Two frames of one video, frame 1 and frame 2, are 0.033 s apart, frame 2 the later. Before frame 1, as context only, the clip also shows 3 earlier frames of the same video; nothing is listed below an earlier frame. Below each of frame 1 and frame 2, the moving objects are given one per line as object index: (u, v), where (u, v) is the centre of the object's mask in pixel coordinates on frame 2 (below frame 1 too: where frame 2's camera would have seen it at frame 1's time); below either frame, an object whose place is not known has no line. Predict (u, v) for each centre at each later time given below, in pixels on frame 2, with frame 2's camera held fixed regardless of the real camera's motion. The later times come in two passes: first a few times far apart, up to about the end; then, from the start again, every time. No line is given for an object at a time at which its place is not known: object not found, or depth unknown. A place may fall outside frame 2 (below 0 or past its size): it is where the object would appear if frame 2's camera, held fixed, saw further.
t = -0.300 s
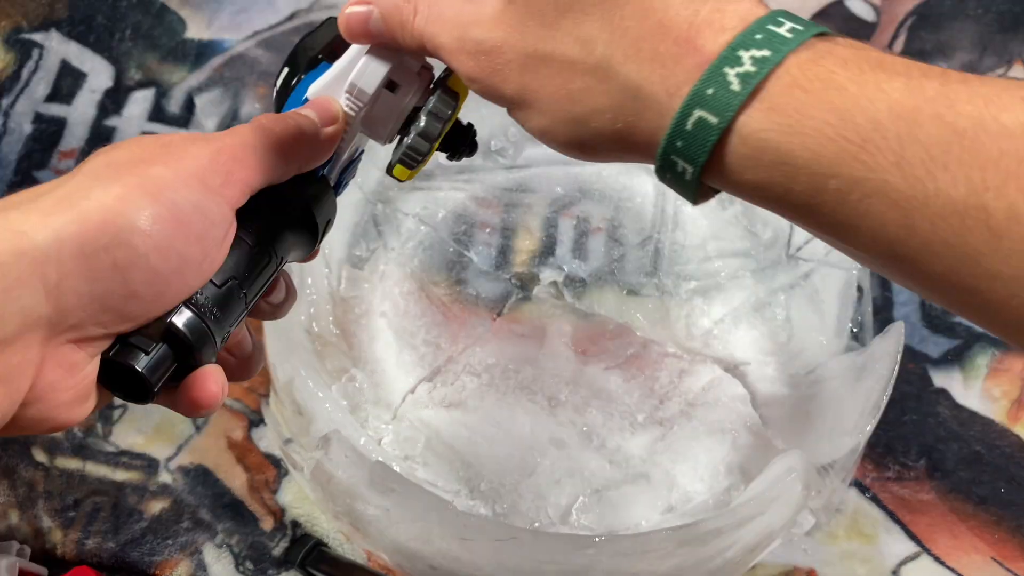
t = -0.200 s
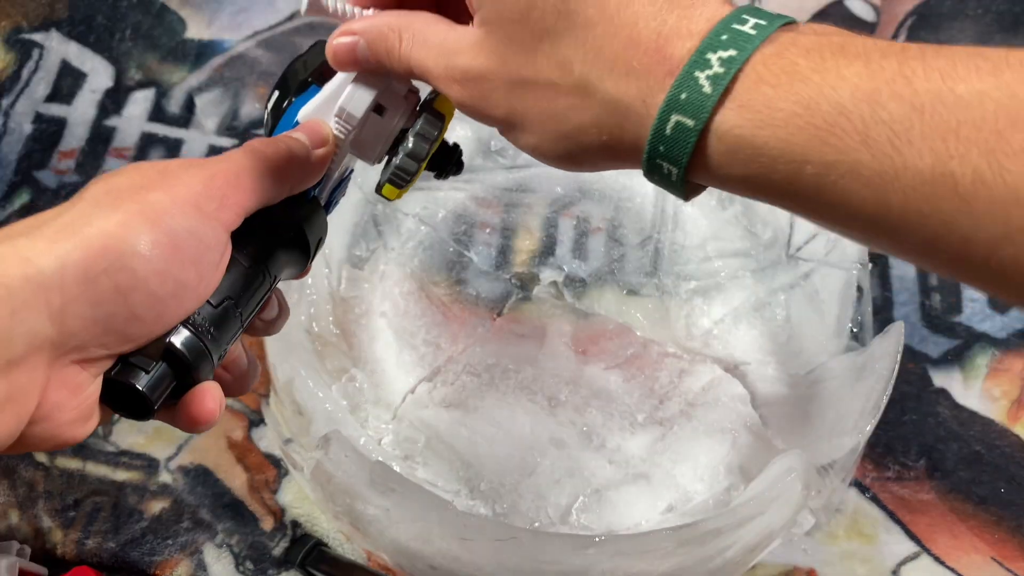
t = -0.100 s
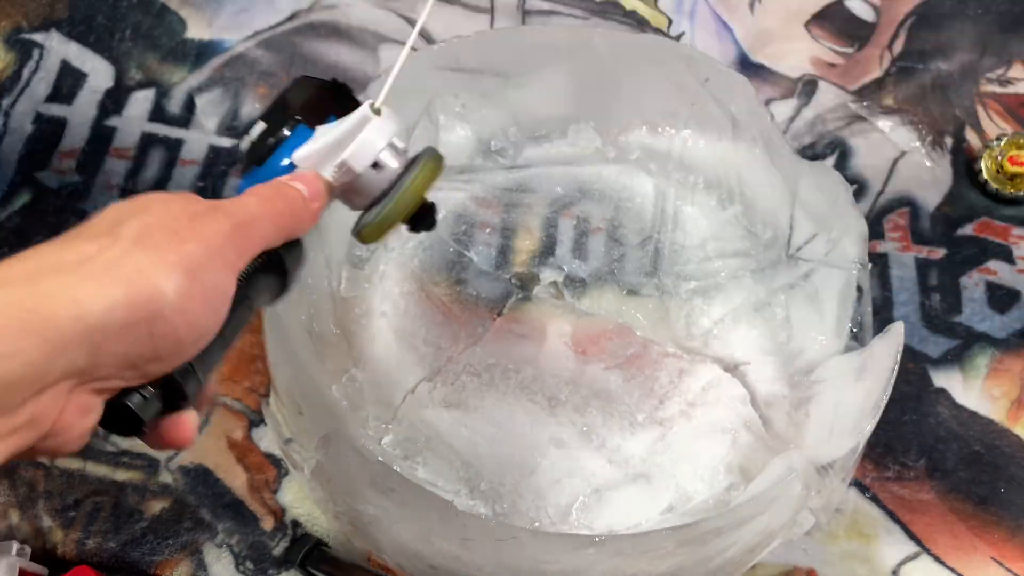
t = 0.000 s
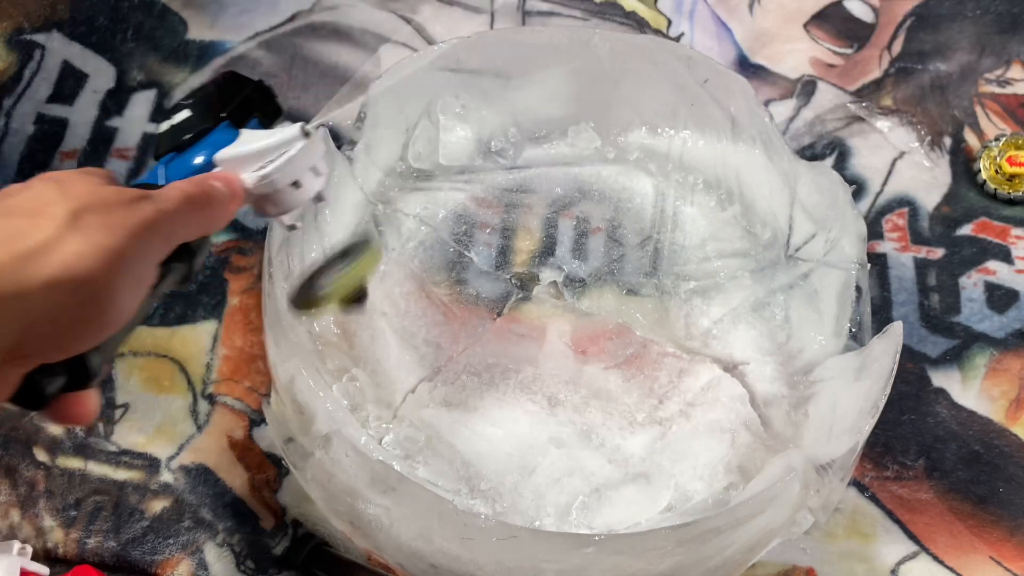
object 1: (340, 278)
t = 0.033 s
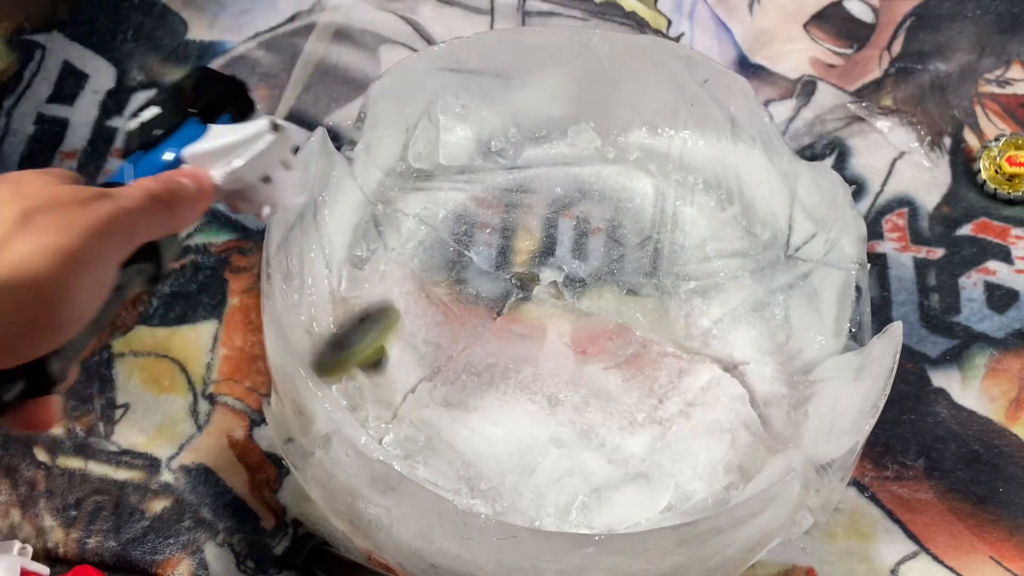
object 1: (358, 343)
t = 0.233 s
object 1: (725, 196)
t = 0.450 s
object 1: (781, 286)
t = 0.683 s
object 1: (521, 346)
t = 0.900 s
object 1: (476, 225)
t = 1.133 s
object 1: (698, 185)
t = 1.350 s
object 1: (736, 347)
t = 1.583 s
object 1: (521, 321)
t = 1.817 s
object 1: (524, 191)
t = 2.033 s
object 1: (694, 260)
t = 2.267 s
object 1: (690, 441)
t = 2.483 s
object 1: (550, 475)
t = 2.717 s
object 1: (459, 460)
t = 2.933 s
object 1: (477, 408)
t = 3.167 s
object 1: (473, 314)
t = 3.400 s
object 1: (553, 248)
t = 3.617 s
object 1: (578, 254)
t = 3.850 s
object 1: (553, 258)
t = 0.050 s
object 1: (393, 350)
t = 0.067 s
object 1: (435, 319)
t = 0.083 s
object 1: (483, 287)
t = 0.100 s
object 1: (510, 269)
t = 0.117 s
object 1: (546, 246)
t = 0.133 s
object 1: (583, 228)
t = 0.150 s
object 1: (619, 212)
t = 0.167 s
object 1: (650, 201)
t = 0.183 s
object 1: (680, 192)
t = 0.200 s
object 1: (705, 188)
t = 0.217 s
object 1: (716, 192)
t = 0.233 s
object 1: (725, 196)
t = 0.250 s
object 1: (733, 204)
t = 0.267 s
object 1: (741, 214)
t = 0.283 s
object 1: (746, 227)
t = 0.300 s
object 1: (751, 243)
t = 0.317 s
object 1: (760, 247)
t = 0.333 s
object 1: (770, 249)
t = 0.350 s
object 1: (778, 254)
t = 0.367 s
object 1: (780, 263)
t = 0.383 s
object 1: (777, 275)
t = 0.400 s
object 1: (781, 280)
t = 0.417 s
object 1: (790, 280)
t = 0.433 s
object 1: (794, 282)
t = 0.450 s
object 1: (781, 286)
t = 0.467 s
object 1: (765, 293)
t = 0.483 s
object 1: (747, 302)
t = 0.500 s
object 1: (727, 314)
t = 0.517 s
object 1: (707, 329)
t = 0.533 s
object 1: (686, 345)
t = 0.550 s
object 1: (666, 350)
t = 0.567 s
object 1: (645, 358)
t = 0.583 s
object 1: (625, 361)
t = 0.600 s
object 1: (607, 361)
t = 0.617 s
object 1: (590, 356)
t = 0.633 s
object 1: (573, 353)
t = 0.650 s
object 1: (554, 354)
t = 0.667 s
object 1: (537, 351)
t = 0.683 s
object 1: (521, 346)
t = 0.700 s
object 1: (507, 340)
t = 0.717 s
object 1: (494, 334)
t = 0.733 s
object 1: (482, 328)
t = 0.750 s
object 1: (474, 317)
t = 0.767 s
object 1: (468, 305)
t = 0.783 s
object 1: (462, 296)
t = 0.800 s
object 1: (459, 282)
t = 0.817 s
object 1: (457, 271)
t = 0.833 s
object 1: (456, 262)
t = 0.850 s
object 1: (458, 251)
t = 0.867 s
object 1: (462, 242)
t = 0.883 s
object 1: (468, 233)
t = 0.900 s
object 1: (476, 225)
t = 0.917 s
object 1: (485, 216)
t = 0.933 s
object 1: (498, 206)
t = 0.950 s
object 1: (511, 198)
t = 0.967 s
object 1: (522, 194)
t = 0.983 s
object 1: (537, 188)
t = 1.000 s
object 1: (555, 179)
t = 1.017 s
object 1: (574, 173)
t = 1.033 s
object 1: (593, 169)
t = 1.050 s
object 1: (611, 168)
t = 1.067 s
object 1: (629, 170)
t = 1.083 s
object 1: (646, 176)
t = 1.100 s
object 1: (660, 184)
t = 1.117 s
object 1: (676, 192)
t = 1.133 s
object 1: (698, 185)
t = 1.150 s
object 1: (716, 186)
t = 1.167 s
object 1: (727, 195)
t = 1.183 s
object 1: (738, 207)
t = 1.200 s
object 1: (747, 221)
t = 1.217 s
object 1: (756, 240)
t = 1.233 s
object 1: (763, 262)
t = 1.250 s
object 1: (768, 284)
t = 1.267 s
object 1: (780, 294)
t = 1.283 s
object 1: (785, 301)
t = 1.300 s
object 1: (776, 308)
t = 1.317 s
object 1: (765, 319)
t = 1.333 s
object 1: (751, 331)
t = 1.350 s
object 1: (736, 347)
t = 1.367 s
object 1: (719, 364)
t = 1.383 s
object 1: (701, 377)
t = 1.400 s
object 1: (682, 376)
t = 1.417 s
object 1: (662, 376)
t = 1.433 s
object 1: (642, 380)
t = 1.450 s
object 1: (626, 375)
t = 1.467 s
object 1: (613, 369)
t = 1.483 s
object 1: (598, 365)
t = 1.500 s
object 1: (584, 360)
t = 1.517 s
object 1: (572, 351)
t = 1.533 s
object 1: (560, 344)
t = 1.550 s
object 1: (547, 333)
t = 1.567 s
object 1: (534, 326)
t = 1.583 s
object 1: (521, 321)
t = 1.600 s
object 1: (509, 314)
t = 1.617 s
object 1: (498, 302)
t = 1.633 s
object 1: (490, 289)
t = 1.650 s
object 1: (485, 277)
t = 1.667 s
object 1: (481, 264)
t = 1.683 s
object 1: (480, 252)
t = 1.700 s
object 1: (480, 241)
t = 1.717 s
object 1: (482, 231)
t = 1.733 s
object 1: (485, 220)
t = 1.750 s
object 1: (490, 212)
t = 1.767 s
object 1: (496, 203)
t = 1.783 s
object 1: (503, 197)
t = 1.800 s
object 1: (513, 193)
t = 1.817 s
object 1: (524, 191)
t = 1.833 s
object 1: (537, 192)
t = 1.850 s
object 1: (548, 196)
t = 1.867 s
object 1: (563, 194)
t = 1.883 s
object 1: (575, 194)
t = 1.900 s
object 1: (589, 198)
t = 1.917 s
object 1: (604, 204)
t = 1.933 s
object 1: (616, 213)
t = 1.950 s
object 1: (629, 225)
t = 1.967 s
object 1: (641, 240)
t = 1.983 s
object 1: (653, 243)
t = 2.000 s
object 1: (667, 246)
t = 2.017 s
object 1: (681, 251)
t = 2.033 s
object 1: (694, 260)
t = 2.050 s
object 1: (705, 271)
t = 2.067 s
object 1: (717, 285)
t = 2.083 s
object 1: (728, 303)
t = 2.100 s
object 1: (736, 323)
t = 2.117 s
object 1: (747, 341)
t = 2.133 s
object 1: (771, 353)
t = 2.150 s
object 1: (786, 365)
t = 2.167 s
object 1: (780, 371)
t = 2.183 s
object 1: (773, 382)
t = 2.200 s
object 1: (764, 396)
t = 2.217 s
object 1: (751, 409)
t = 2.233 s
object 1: (732, 418)
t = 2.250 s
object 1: (711, 428)
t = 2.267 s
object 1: (690, 441)
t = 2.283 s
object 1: (668, 454)
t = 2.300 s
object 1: (658, 457)
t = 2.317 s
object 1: (648, 462)
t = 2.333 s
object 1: (639, 466)
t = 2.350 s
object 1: (628, 472)
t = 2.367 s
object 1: (615, 475)
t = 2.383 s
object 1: (607, 474)
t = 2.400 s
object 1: (600, 474)
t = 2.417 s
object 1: (592, 478)
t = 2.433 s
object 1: (582, 477)
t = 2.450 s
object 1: (571, 475)
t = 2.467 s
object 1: (560, 475)
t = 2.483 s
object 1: (550, 475)
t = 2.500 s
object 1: (543, 469)
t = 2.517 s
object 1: (536, 460)
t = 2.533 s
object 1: (530, 453)
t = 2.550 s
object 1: (523, 448)
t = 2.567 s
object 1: (516, 445)
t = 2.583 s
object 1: (509, 444)
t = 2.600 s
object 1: (500, 445)
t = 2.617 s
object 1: (490, 448)
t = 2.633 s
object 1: (479, 454)
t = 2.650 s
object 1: (470, 459)
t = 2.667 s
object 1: (467, 459)
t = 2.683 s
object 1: (465, 458)
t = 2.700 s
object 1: (462, 458)
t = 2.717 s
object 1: (459, 460)
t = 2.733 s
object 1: (457, 459)
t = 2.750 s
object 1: (456, 457)
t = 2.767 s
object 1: (455, 456)
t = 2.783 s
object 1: (454, 457)
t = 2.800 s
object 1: (457, 451)
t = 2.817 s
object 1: (462, 442)
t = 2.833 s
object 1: (467, 434)
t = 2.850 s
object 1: (471, 427)
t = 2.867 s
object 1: (474, 422)
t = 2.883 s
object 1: (474, 418)
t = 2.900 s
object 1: (475, 415)
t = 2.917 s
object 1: (476, 411)
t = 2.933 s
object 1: (477, 408)
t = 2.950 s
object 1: (478, 402)
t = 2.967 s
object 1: (478, 397)
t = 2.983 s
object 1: (477, 392)
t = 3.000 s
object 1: (477, 387)
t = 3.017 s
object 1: (476, 382)
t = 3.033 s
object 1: (475, 375)
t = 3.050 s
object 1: (473, 370)
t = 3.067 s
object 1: (472, 362)
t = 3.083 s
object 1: (470, 355)
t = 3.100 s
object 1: (469, 346)
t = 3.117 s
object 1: (467, 337)
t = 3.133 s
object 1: (467, 328)
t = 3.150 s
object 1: (469, 320)
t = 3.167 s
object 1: (473, 314)
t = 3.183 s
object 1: (478, 307)
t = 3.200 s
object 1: (482, 303)
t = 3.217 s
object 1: (486, 298)
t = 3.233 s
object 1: (492, 292)
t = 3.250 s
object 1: (497, 287)
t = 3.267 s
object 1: (502, 282)
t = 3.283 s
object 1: (509, 277)
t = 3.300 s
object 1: (516, 273)
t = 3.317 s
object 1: (524, 269)
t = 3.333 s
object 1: (533, 265)
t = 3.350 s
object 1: (537, 259)
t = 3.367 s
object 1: (542, 253)
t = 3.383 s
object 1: (547, 249)
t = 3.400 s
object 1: (553, 248)
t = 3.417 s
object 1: (558, 249)
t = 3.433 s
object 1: (563, 249)
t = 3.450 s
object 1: (569, 250)
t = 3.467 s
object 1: (575, 251)
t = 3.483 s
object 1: (579, 251)
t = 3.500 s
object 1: (582, 253)
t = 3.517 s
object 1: (583, 255)
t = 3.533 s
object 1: (584, 257)
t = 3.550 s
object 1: (583, 258)
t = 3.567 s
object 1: (583, 258)
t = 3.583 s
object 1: (581, 257)
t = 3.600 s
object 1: (579, 256)
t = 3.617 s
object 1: (578, 254)
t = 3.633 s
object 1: (576, 251)
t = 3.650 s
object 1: (574, 251)
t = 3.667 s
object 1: (571, 249)
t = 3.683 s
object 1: (567, 249)
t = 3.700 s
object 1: (564, 248)
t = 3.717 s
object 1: (562, 249)
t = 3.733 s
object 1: (559, 250)
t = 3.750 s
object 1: (557, 252)
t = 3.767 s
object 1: (556, 255)
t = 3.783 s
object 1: (554, 259)
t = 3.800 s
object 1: (554, 259)
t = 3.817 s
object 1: (555, 259)
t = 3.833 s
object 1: (554, 259)
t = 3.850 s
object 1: (553, 258)
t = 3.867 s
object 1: (551, 257)
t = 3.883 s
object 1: (548, 257)
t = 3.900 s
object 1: (545, 257)
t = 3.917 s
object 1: (541, 257)
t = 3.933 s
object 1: (537, 260)
